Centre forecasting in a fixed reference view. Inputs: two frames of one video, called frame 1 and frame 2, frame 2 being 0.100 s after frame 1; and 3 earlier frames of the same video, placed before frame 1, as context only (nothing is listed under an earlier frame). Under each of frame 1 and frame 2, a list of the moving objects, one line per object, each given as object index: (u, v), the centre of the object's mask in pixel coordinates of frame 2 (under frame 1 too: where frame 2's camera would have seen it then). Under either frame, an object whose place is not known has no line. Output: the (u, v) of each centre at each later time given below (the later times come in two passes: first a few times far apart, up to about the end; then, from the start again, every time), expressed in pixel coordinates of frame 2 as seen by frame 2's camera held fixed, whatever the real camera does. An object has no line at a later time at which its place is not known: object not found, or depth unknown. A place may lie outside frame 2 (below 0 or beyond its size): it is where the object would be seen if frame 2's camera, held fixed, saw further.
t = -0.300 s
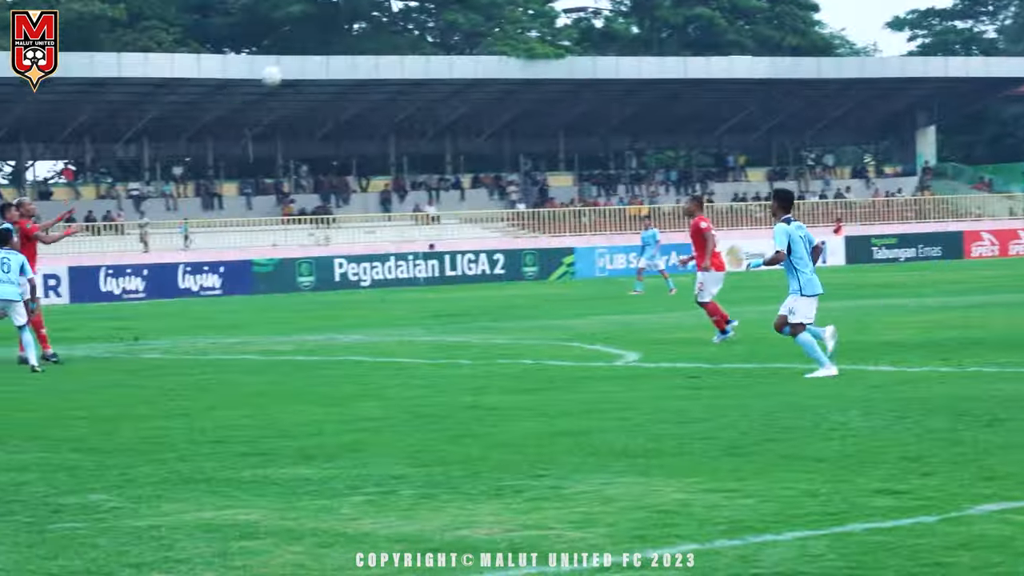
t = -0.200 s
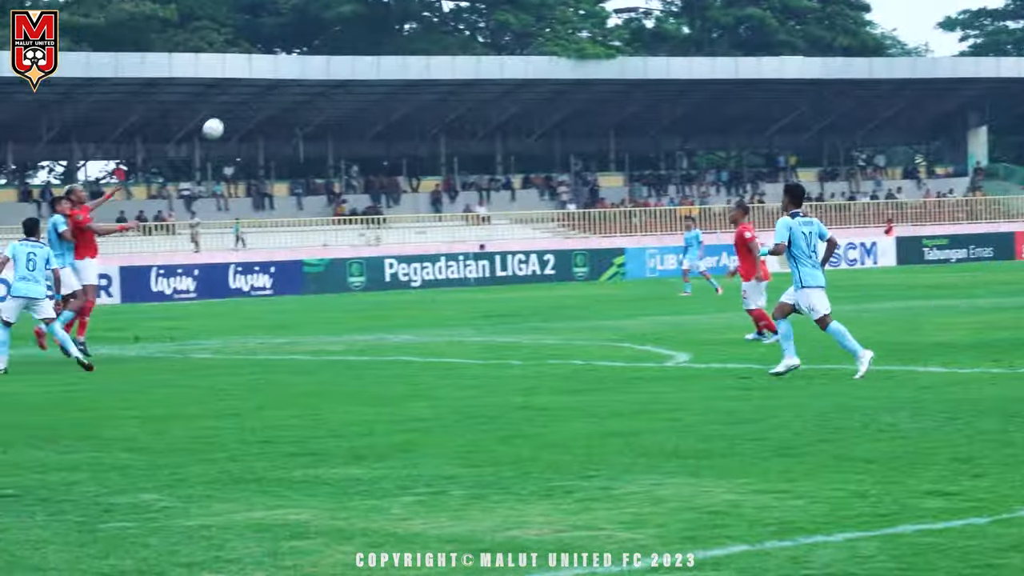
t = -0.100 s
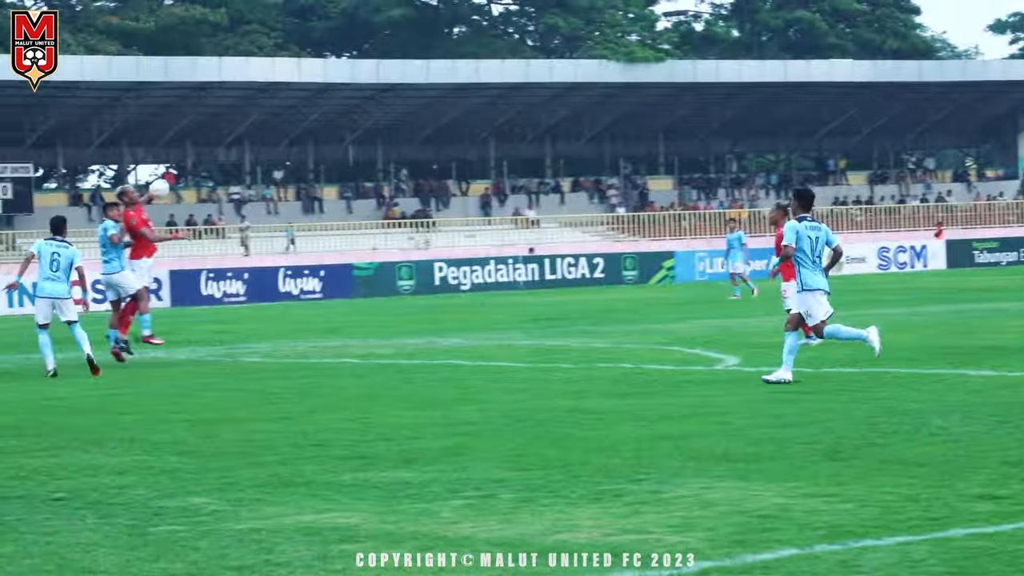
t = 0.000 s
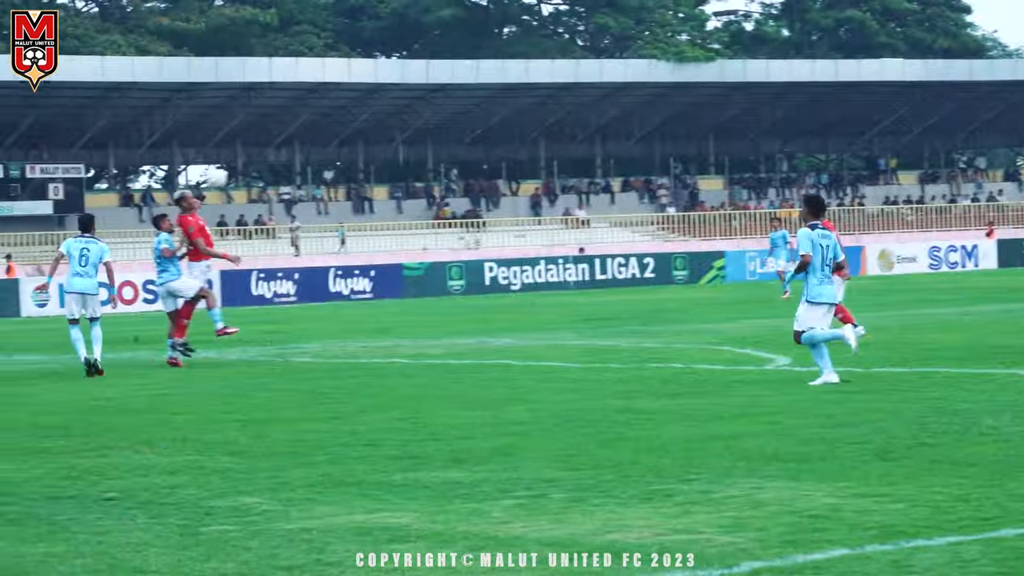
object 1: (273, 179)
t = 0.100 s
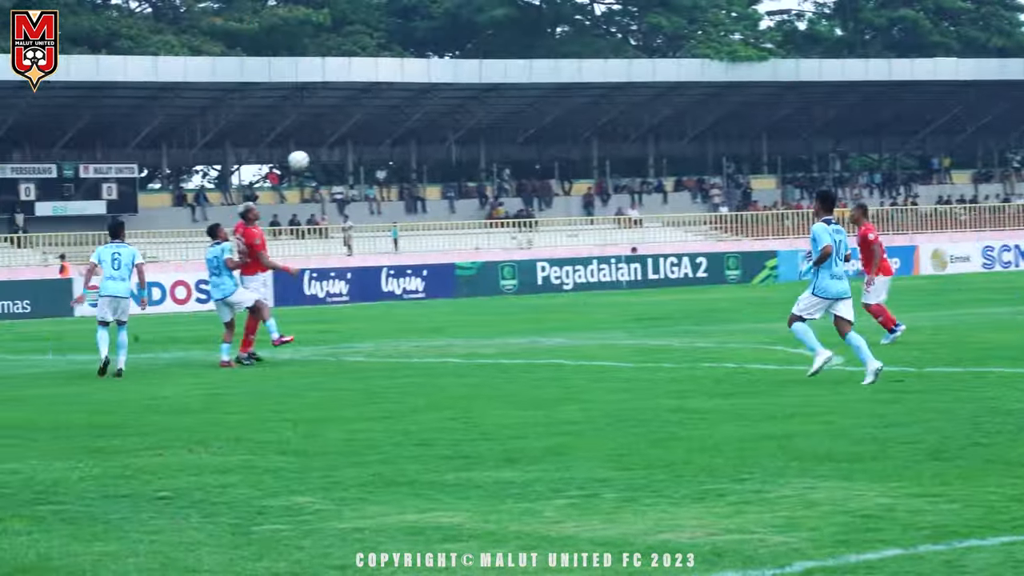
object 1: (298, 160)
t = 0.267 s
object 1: (346, 149)
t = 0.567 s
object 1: (431, 186)
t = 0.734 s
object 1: (475, 234)
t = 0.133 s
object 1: (307, 156)
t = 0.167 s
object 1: (318, 152)
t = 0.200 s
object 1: (326, 151)
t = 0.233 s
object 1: (335, 149)
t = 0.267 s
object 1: (346, 149)
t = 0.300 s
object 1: (354, 149)
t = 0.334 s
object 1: (363, 150)
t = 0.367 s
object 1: (375, 153)
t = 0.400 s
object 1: (383, 156)
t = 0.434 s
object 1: (392, 160)
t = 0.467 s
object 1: (403, 165)
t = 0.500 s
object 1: (412, 171)
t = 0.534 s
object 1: (420, 176)
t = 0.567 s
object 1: (431, 186)
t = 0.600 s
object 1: (440, 193)
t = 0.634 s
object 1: (448, 202)
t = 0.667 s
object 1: (459, 213)
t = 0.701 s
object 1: (467, 224)
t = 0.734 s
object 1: (475, 234)
